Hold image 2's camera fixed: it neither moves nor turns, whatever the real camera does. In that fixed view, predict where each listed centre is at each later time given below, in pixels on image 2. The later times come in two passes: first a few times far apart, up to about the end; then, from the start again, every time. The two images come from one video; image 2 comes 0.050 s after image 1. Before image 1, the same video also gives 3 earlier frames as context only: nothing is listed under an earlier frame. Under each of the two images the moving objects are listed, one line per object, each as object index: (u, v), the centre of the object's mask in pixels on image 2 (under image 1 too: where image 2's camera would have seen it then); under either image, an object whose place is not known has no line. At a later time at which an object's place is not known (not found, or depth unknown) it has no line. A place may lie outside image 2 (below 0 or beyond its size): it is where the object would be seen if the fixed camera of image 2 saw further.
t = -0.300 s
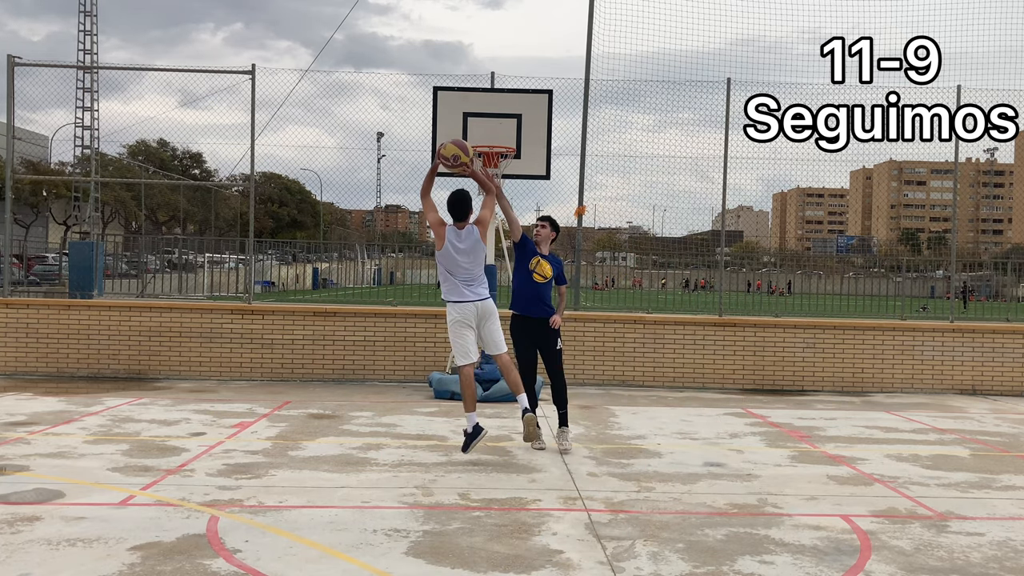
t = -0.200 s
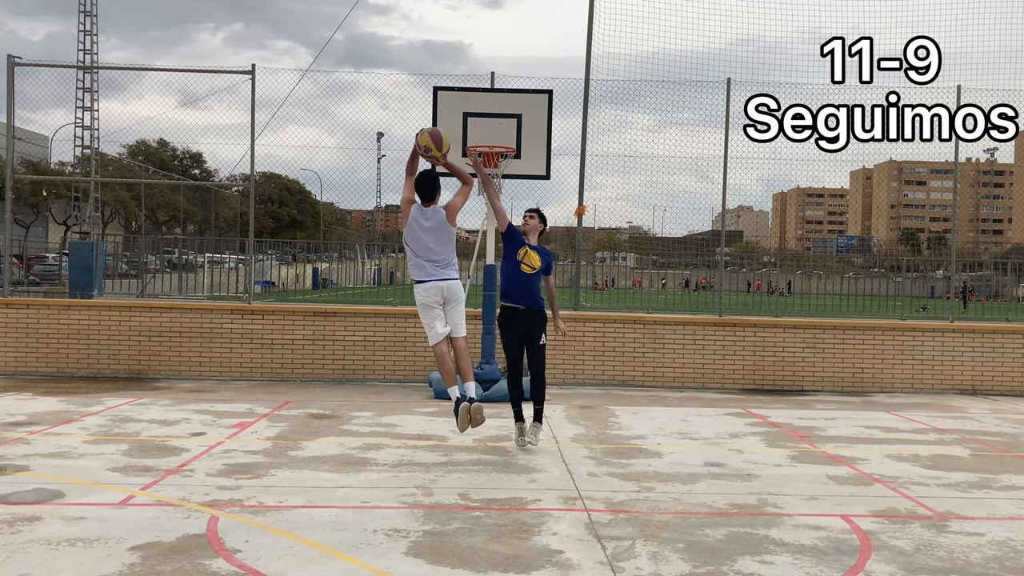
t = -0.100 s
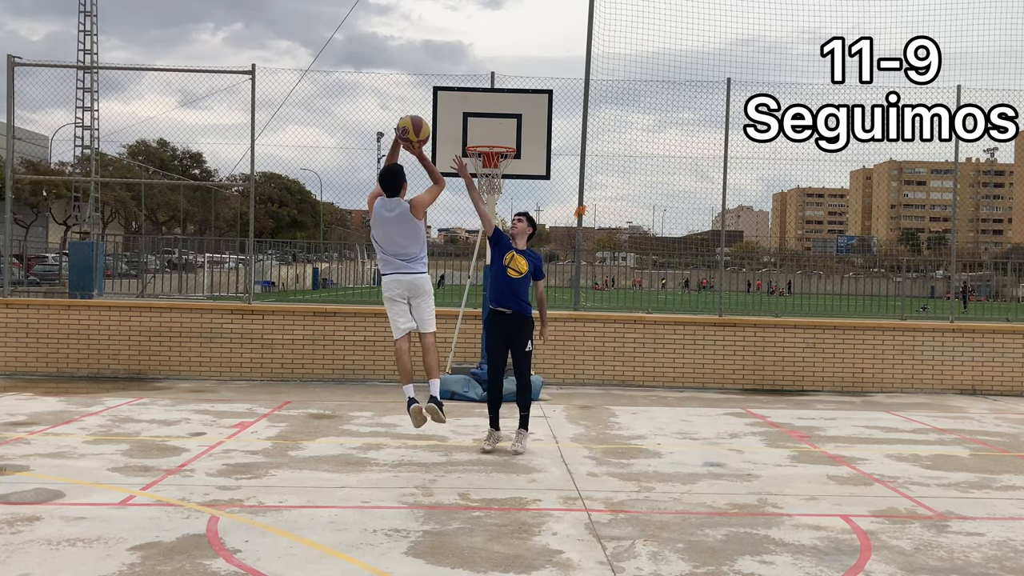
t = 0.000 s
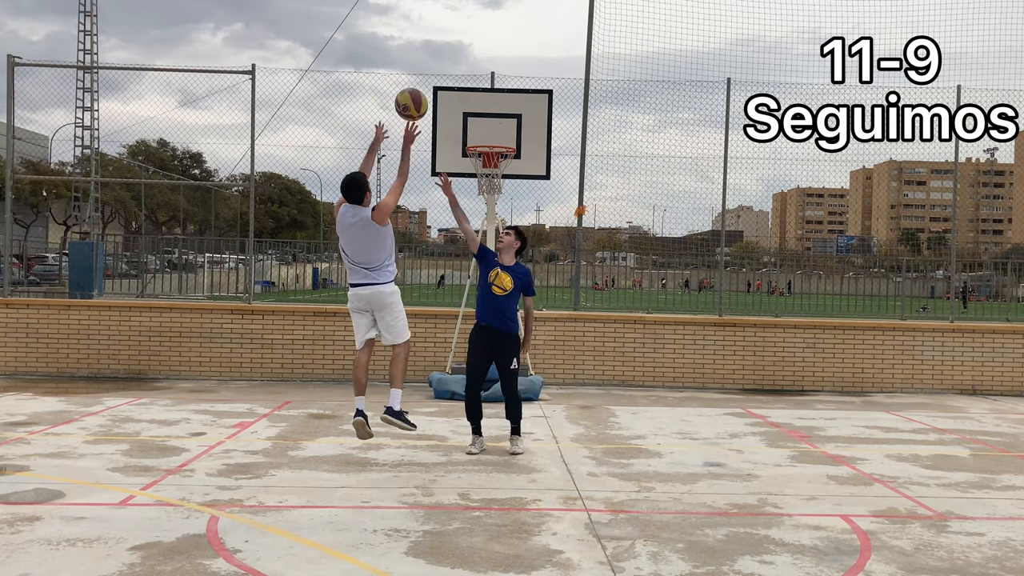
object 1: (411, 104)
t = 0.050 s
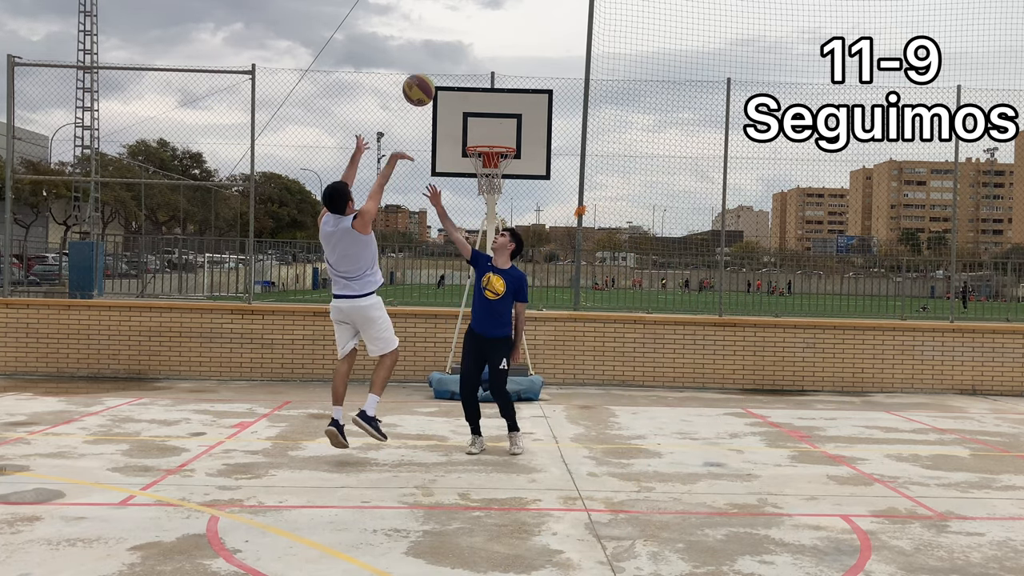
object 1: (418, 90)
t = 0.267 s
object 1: (445, 70)
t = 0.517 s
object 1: (468, 115)
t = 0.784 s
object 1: (484, 122)
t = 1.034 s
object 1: (495, 130)
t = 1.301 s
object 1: (476, 136)
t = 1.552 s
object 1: (471, 134)
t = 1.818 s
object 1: (460, 162)
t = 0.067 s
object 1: (421, 86)
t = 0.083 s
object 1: (423, 82)
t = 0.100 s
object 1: (425, 79)
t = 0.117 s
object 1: (428, 77)
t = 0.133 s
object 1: (430, 75)
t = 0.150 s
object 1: (432, 73)
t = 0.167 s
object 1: (434, 71)
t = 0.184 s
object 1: (436, 70)
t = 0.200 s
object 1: (438, 69)
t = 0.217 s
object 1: (440, 69)
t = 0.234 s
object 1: (442, 69)
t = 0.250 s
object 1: (444, 69)
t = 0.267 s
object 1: (445, 70)
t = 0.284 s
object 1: (447, 71)
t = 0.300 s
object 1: (449, 72)
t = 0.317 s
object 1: (451, 74)
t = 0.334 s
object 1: (452, 75)
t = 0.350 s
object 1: (454, 77)
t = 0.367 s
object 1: (455, 80)
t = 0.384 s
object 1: (457, 82)
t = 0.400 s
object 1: (459, 85)
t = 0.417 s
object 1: (460, 89)
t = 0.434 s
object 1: (462, 92)
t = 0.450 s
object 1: (463, 96)
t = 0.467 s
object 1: (465, 101)
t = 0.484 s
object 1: (465, 105)
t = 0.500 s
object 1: (466, 110)
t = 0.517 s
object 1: (468, 115)
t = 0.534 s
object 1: (469, 120)
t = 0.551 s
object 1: (471, 125)
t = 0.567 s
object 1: (472, 130)
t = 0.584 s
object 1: (474, 135)
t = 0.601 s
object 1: (474, 135)
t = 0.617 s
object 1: (475, 133)
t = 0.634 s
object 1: (476, 130)
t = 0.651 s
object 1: (477, 128)
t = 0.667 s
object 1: (478, 126)
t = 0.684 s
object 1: (478, 125)
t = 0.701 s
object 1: (479, 124)
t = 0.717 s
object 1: (480, 123)
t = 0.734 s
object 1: (481, 122)
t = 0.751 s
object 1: (482, 122)
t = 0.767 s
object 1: (483, 122)
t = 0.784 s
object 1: (484, 122)
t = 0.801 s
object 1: (485, 122)
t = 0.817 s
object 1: (485, 123)
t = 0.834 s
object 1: (486, 122)
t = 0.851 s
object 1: (487, 121)
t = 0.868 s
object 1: (488, 121)
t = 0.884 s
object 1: (489, 120)
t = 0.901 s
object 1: (489, 120)
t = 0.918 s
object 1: (490, 121)
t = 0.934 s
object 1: (491, 121)
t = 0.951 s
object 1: (492, 122)
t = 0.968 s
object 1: (492, 123)
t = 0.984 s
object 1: (493, 124)
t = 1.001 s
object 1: (494, 125)
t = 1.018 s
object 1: (495, 127)
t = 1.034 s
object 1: (495, 130)
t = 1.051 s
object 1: (496, 132)
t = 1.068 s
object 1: (497, 135)
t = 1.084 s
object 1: (498, 136)
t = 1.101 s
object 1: (498, 138)
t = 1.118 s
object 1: (496, 137)
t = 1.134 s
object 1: (494, 136)
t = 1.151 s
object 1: (492, 135)
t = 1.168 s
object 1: (491, 135)
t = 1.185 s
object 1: (489, 134)
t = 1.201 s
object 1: (487, 134)
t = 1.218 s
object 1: (485, 134)
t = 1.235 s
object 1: (483, 134)
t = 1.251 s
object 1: (481, 135)
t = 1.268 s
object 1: (479, 135)
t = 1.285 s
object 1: (478, 136)
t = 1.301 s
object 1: (476, 136)
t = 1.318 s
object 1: (476, 135)
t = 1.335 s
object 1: (476, 134)
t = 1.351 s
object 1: (476, 133)
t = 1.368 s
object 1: (475, 132)
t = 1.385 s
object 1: (475, 131)
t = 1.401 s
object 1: (474, 129)
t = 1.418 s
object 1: (474, 129)
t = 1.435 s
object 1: (473, 129)
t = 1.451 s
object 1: (473, 129)
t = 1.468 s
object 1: (473, 129)
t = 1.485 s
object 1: (472, 130)
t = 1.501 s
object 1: (472, 130)
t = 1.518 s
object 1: (471, 131)
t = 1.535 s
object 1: (471, 133)
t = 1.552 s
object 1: (471, 134)
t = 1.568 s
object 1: (470, 135)
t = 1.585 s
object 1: (469, 137)
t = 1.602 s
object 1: (469, 139)
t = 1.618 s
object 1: (468, 141)
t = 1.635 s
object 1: (467, 145)
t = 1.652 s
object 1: (465, 147)
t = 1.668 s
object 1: (464, 147)
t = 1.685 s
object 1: (464, 149)
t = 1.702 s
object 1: (463, 149)
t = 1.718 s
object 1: (462, 151)
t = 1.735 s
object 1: (461, 152)
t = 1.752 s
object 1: (461, 154)
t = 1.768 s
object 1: (460, 156)
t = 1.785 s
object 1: (460, 158)
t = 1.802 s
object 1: (460, 160)
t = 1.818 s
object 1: (460, 162)
